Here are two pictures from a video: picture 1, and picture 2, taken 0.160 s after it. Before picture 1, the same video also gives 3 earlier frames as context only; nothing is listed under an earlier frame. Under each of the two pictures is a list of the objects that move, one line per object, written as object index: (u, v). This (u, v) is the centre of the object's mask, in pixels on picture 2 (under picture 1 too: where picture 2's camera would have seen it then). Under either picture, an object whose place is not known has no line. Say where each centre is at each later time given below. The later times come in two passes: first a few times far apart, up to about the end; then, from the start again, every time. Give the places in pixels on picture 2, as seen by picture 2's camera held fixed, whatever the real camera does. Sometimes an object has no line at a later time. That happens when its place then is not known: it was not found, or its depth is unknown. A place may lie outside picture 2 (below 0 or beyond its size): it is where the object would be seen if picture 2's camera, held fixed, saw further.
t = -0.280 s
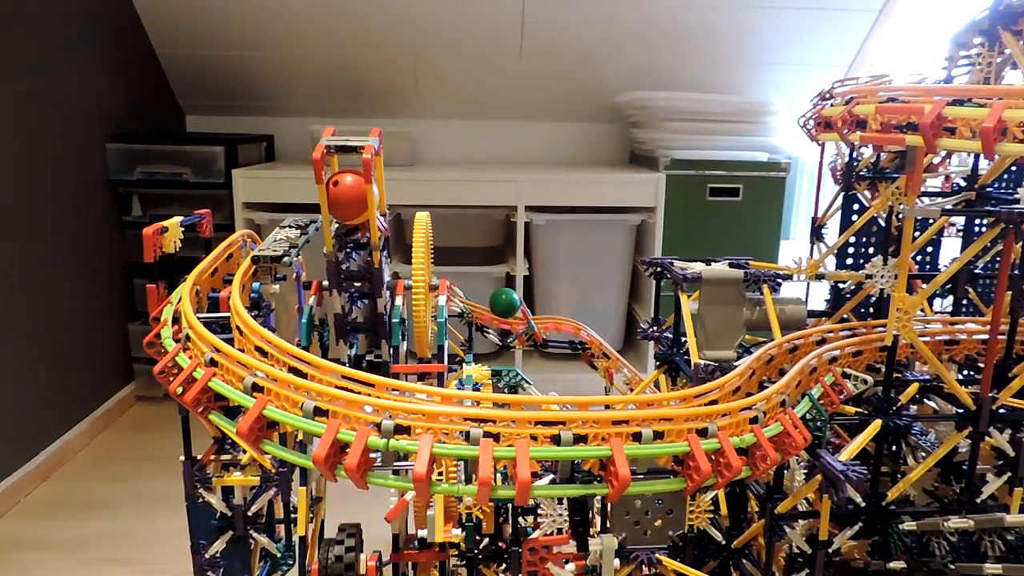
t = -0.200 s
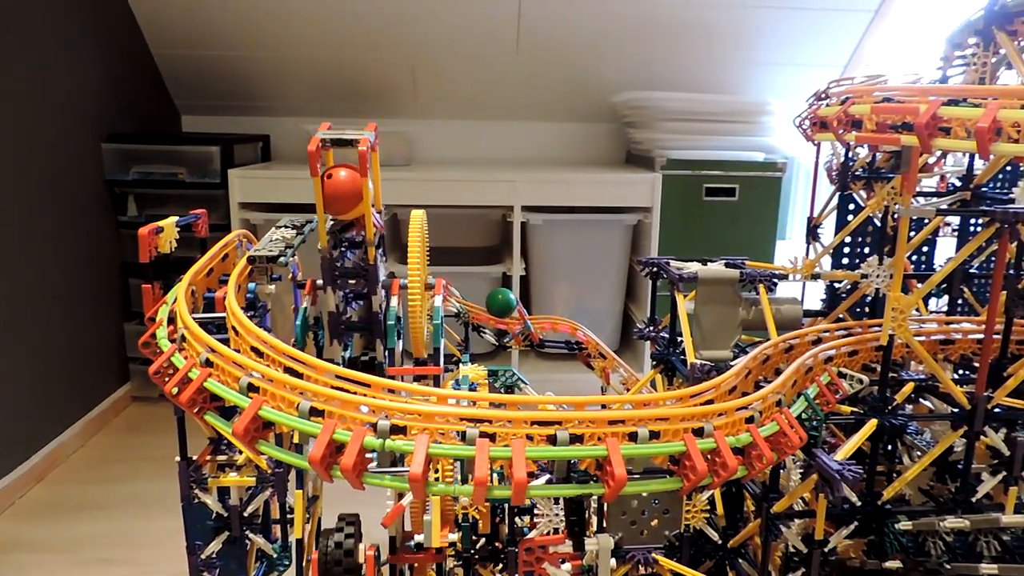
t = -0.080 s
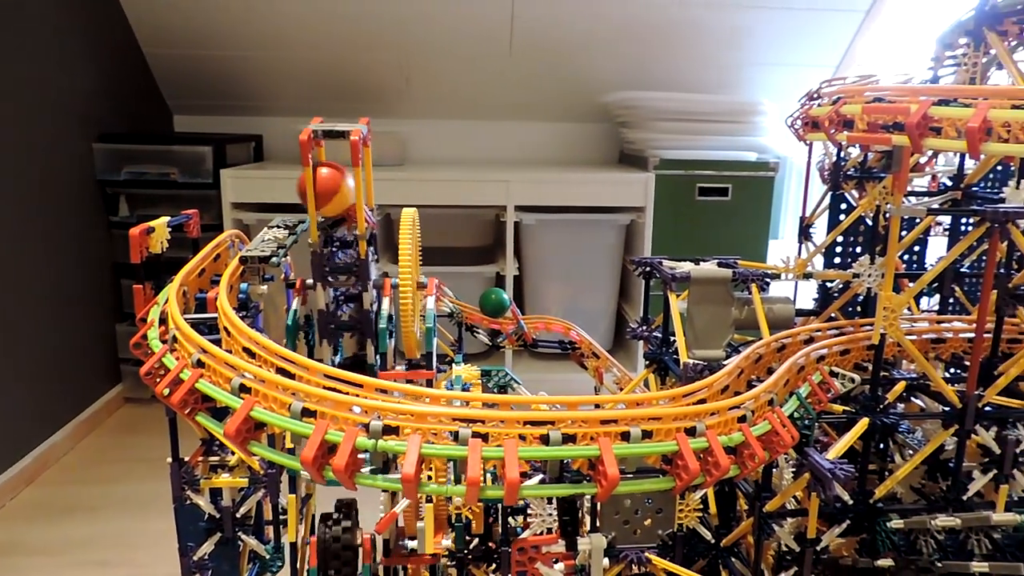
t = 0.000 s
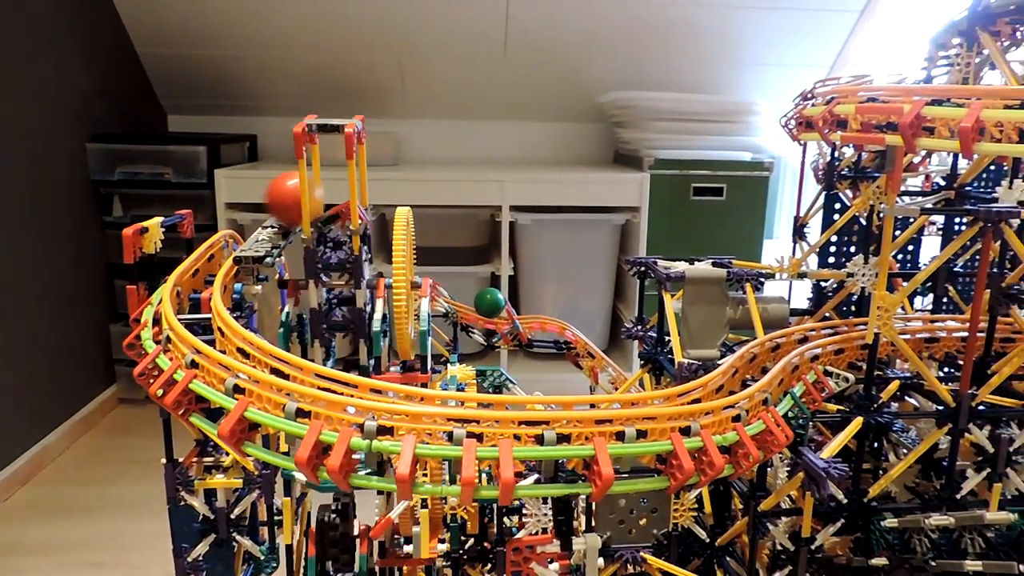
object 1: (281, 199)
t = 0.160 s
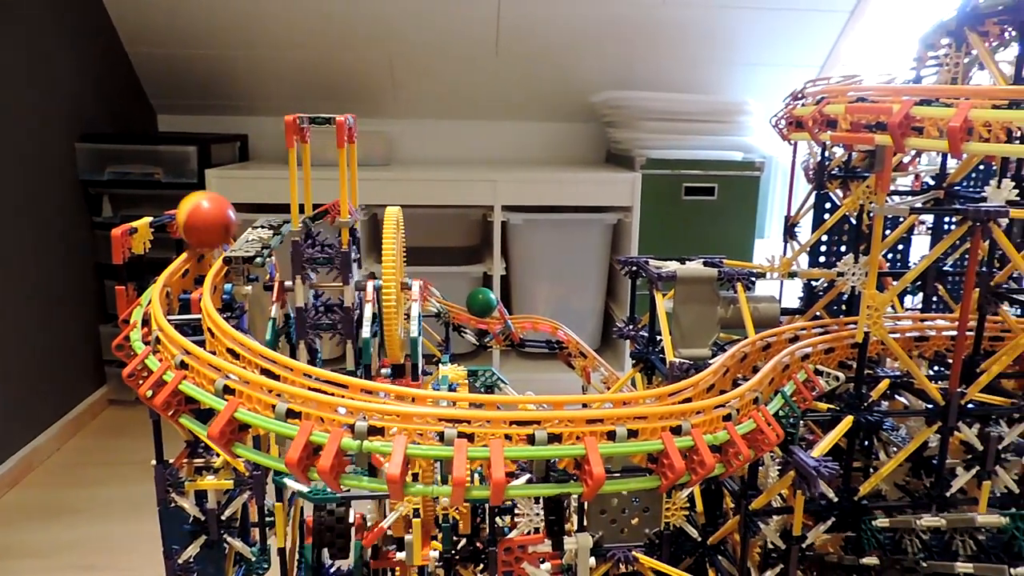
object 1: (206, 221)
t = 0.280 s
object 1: (195, 226)
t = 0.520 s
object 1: (182, 253)
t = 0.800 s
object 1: (203, 301)
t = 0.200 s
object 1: (200, 217)
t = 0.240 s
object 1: (197, 222)
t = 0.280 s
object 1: (195, 226)
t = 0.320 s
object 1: (198, 231)
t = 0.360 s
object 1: (198, 234)
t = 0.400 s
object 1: (194, 239)
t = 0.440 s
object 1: (189, 243)
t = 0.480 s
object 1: (185, 249)
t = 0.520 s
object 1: (182, 253)
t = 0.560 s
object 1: (181, 258)
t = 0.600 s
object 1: (179, 263)
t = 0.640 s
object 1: (179, 270)
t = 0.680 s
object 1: (181, 277)
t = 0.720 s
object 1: (185, 285)
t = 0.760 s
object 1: (193, 293)
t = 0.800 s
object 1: (203, 301)
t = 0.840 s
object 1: (218, 311)
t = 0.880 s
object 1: (237, 321)
